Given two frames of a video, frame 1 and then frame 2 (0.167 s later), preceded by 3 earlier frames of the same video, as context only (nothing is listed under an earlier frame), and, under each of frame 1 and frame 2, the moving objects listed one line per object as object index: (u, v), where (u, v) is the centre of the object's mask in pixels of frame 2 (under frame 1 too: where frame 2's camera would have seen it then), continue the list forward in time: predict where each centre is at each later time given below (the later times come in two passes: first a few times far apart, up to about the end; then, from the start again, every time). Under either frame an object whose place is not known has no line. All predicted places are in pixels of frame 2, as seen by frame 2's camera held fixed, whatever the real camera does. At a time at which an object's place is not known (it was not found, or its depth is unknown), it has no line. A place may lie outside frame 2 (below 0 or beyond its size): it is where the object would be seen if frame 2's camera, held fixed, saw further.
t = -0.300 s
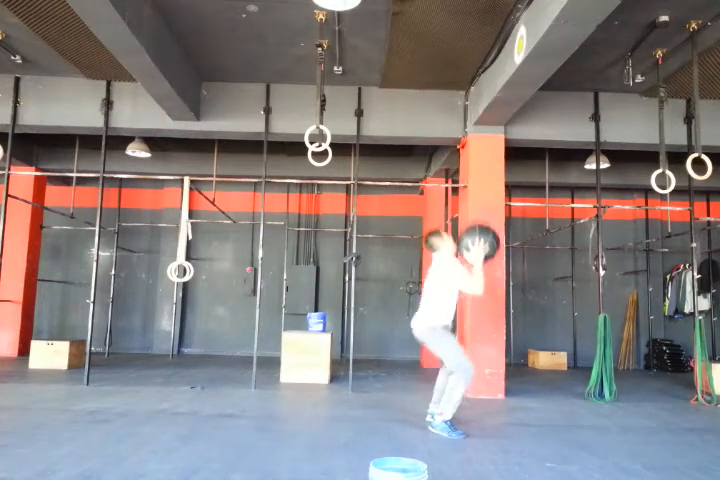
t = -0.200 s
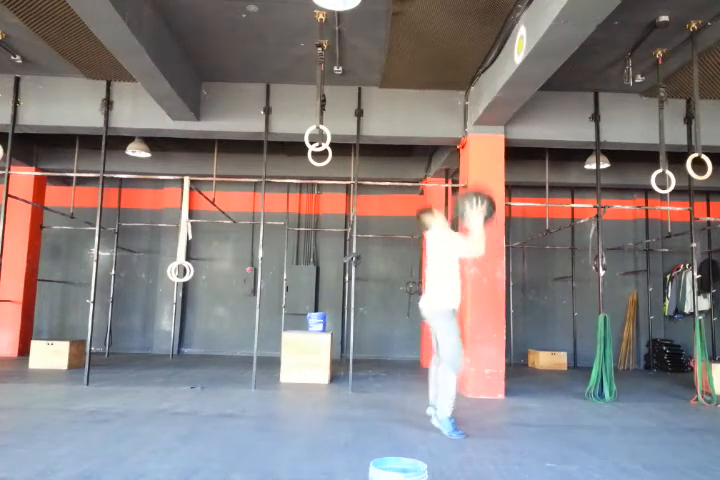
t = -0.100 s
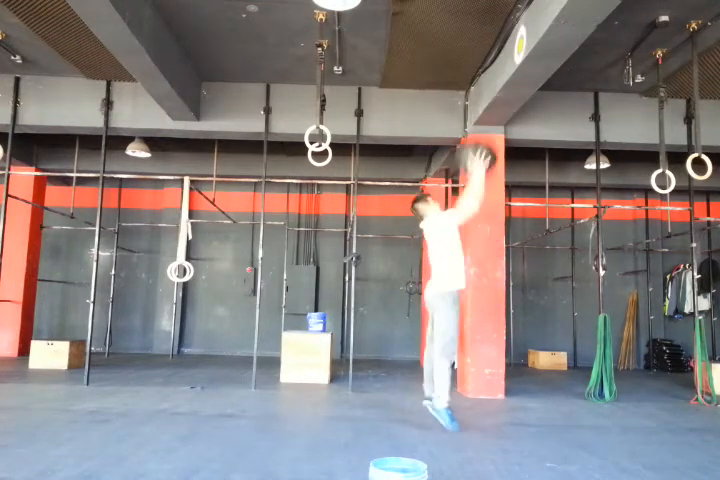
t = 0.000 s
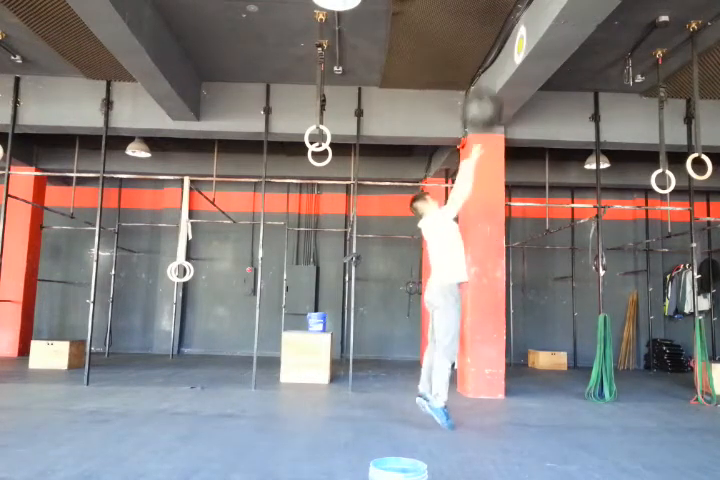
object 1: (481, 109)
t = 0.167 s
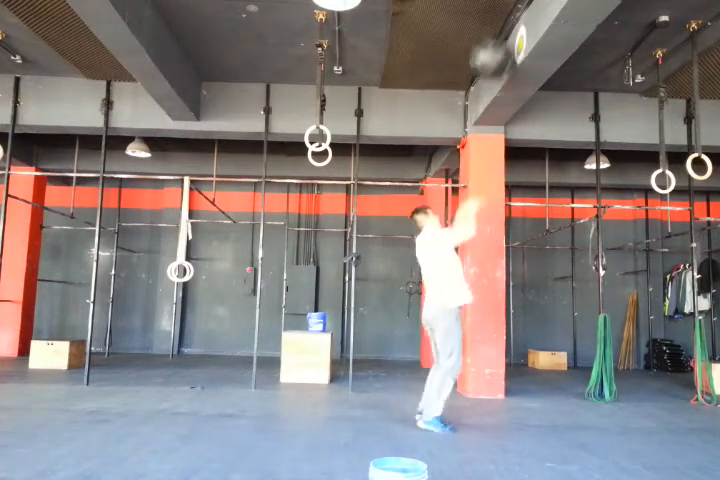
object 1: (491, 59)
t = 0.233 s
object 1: (495, 47)
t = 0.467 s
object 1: (500, 40)
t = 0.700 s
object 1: (491, 92)
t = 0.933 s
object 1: (482, 216)
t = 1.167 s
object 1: (476, 411)
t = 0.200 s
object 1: (493, 52)
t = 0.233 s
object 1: (495, 47)
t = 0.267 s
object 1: (497, 42)
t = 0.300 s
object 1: (498, 38)
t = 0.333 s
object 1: (500, 36)
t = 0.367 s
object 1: (502, 35)
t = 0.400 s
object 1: (502, 36)
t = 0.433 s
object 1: (500, 37)
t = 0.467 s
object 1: (500, 40)
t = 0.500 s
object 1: (498, 44)
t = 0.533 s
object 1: (497, 49)
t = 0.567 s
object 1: (495, 56)
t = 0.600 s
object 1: (494, 62)
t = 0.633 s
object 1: (492, 72)
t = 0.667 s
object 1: (489, 83)
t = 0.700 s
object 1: (491, 92)
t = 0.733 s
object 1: (489, 107)
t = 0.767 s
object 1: (487, 121)
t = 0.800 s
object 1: (487, 134)
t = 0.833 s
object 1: (486, 155)
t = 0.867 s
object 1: (484, 174)
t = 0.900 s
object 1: (483, 195)
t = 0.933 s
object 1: (482, 216)
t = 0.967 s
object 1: (481, 239)
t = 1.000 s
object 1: (481, 265)
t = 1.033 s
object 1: (478, 290)
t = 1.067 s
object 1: (478, 320)
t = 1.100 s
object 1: (477, 349)
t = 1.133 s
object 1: (473, 383)
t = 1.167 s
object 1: (476, 411)
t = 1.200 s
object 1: (474, 405)
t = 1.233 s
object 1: (471, 393)
